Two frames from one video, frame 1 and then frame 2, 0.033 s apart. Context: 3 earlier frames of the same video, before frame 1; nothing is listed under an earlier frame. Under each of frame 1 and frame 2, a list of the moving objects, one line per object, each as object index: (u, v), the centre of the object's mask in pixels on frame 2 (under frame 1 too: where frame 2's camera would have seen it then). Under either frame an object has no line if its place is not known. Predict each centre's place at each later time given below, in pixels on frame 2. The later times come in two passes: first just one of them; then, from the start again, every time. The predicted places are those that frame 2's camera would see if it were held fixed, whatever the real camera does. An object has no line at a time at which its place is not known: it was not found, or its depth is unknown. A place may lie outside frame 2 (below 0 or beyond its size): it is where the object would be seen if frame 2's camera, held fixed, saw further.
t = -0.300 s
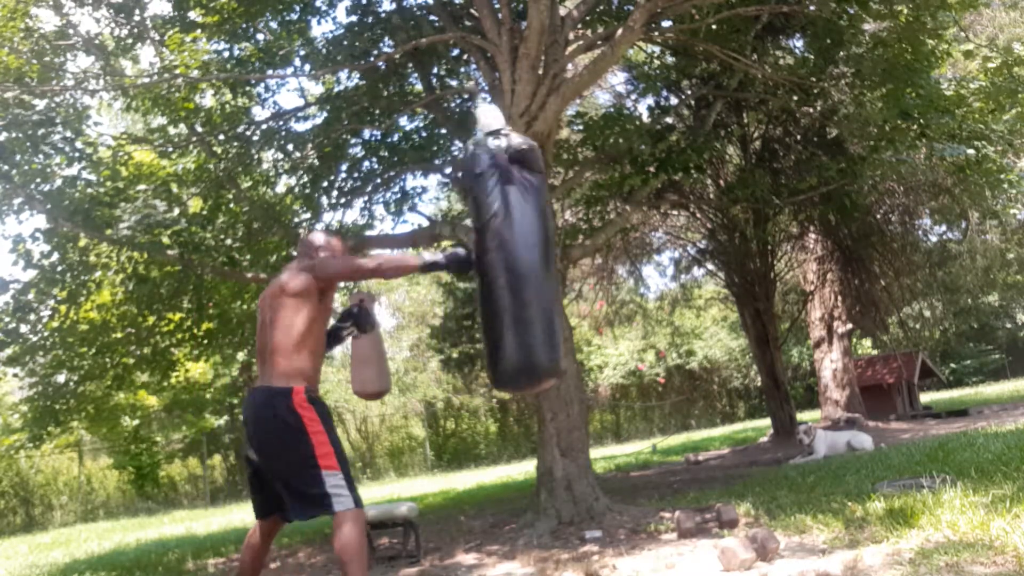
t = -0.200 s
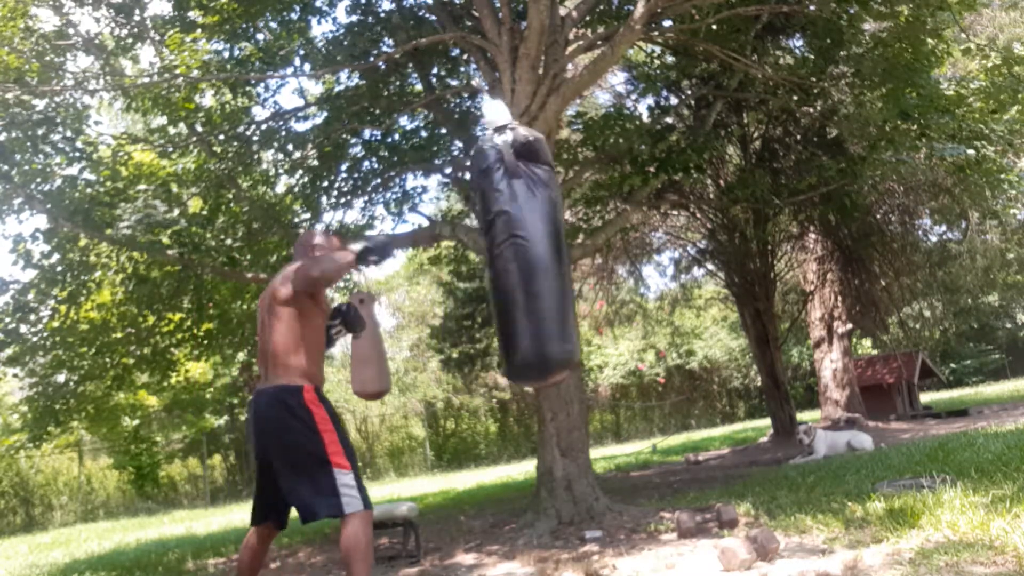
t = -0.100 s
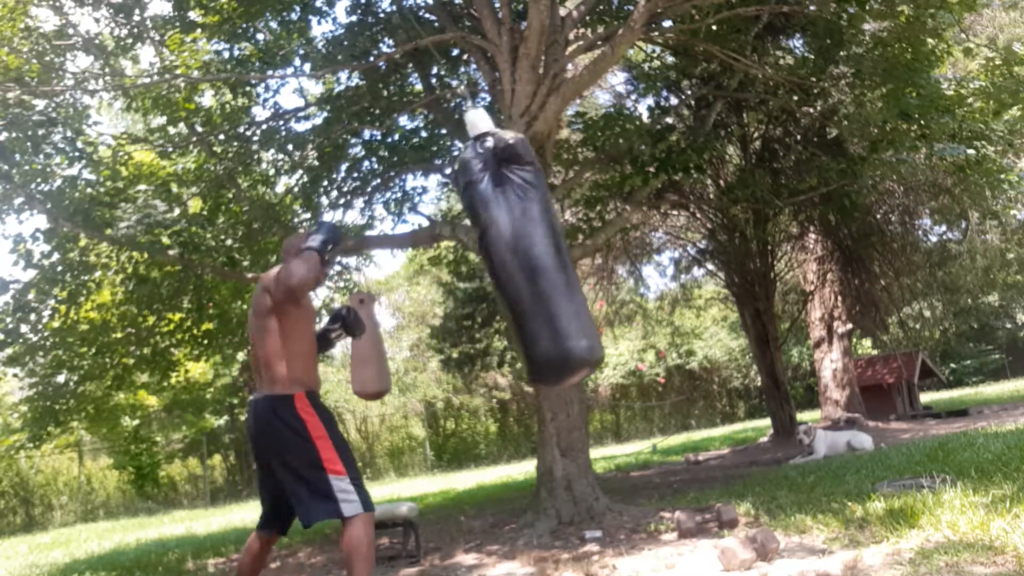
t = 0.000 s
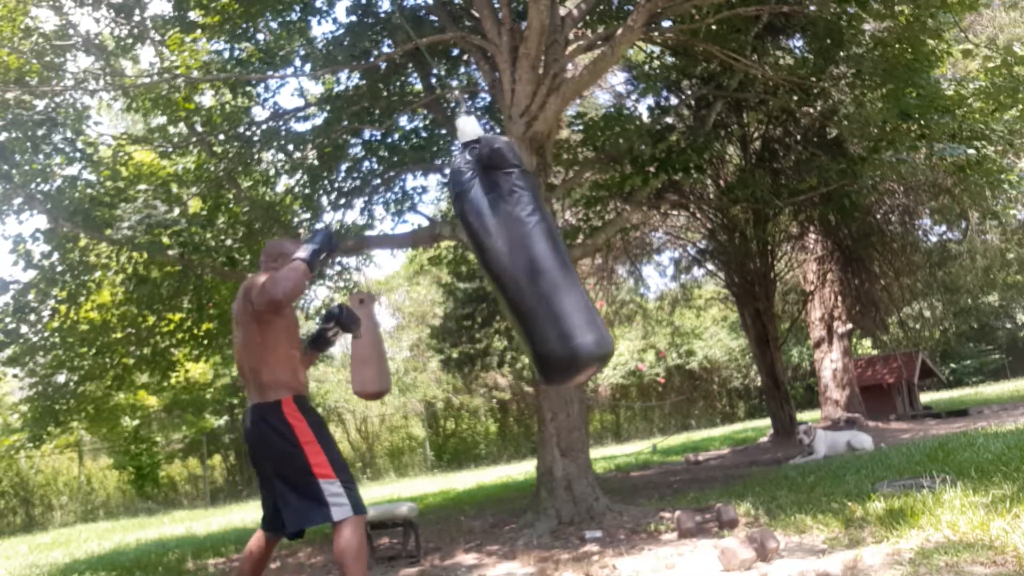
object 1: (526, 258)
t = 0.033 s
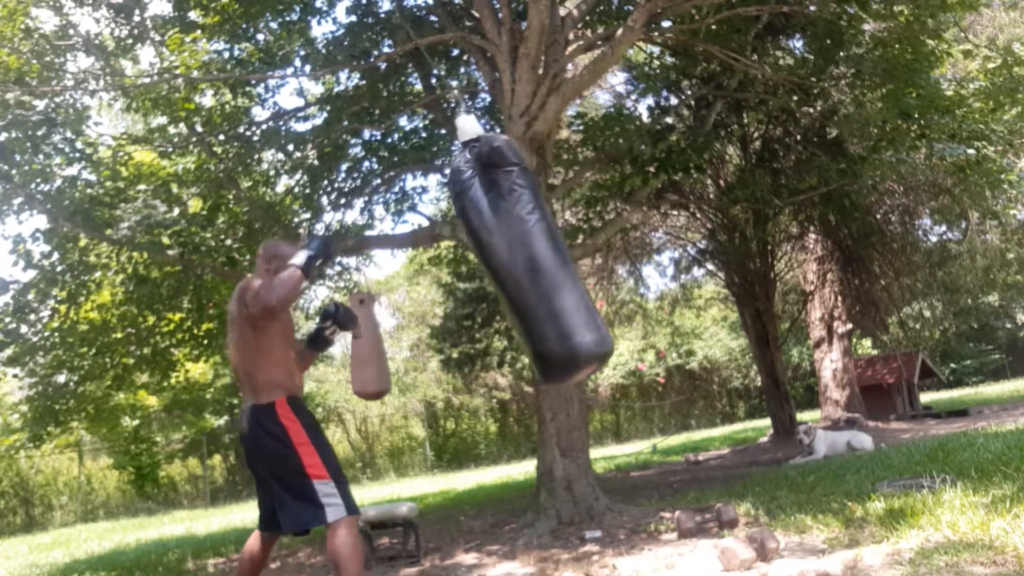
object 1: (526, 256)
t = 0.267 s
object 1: (525, 256)
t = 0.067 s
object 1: (526, 254)
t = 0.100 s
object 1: (527, 253)
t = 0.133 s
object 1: (527, 252)
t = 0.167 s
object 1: (527, 253)
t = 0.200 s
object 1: (528, 254)
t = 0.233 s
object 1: (527, 254)
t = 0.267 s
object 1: (525, 256)
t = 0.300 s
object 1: (521, 256)
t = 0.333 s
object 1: (517, 258)
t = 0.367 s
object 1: (512, 260)
